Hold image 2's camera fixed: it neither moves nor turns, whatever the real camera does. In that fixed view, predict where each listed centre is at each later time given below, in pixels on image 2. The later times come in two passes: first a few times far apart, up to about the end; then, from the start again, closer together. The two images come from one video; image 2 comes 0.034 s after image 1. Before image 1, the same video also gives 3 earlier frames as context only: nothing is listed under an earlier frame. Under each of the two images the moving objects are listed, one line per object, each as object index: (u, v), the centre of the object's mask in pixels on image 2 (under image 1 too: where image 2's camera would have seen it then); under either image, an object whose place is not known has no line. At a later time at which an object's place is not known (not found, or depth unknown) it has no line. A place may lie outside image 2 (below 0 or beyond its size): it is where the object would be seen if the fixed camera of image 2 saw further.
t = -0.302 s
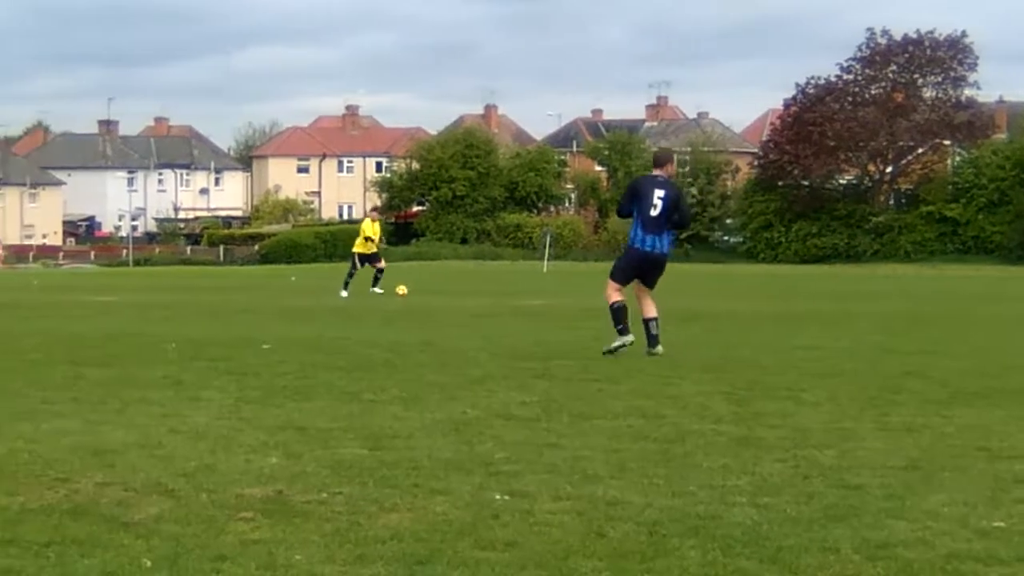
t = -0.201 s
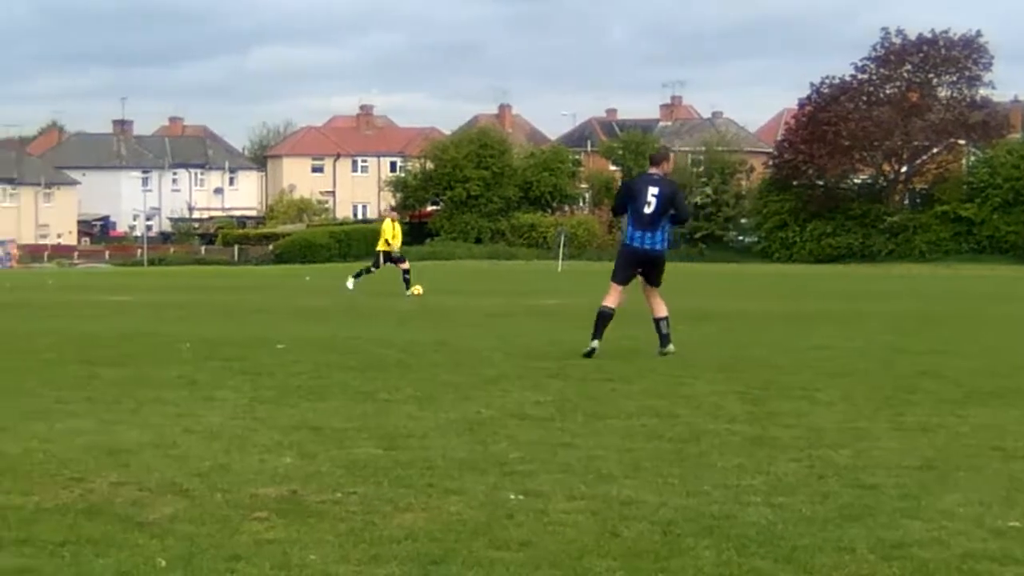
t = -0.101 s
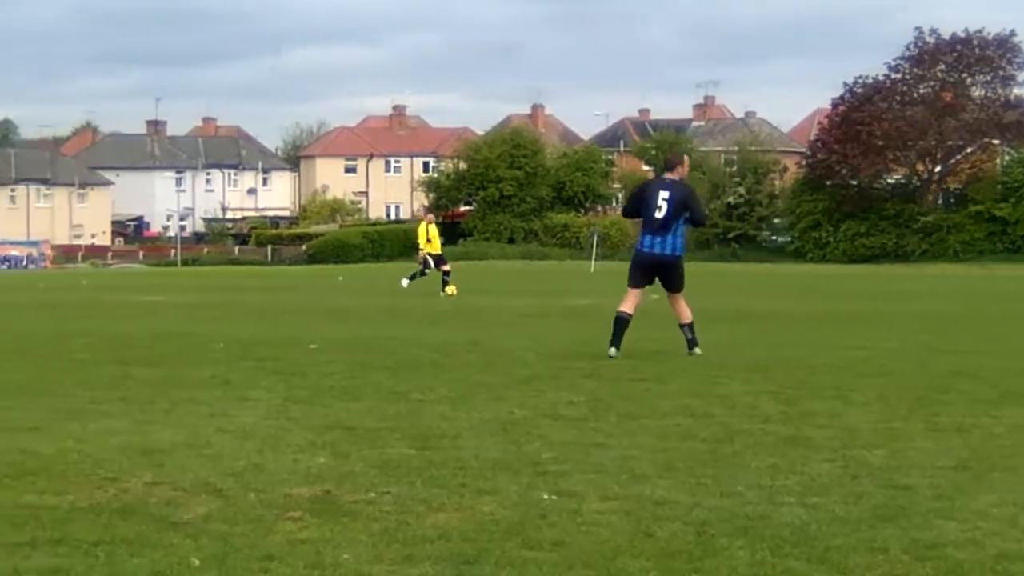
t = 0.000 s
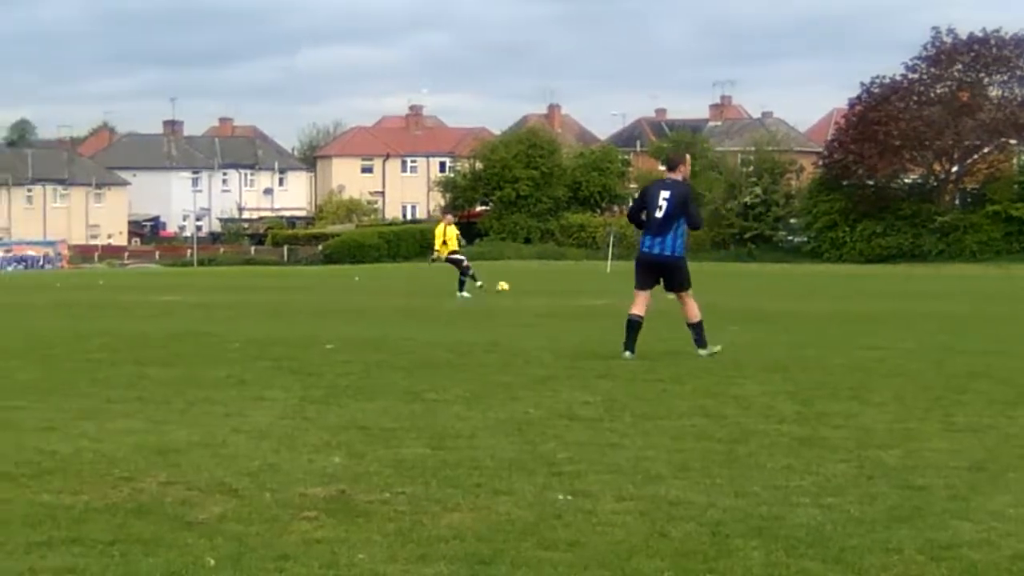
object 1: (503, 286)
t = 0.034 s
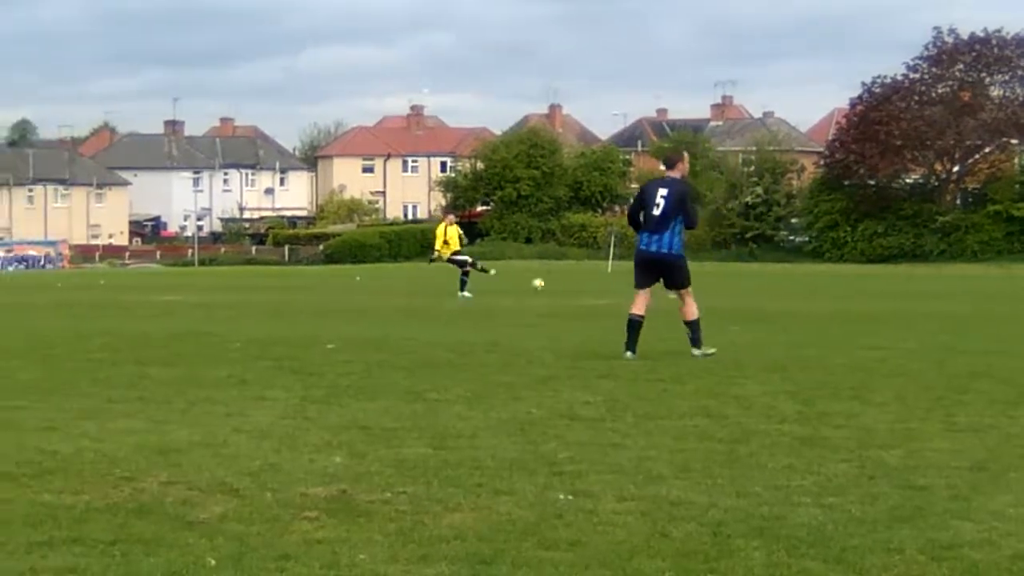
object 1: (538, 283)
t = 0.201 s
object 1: (700, 278)
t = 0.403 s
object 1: (878, 287)
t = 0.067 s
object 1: (572, 281)
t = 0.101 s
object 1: (605, 279)
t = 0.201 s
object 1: (700, 278)
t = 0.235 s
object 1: (732, 279)
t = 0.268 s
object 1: (763, 280)
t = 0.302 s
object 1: (793, 282)
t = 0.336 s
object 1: (824, 284)
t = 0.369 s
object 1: (854, 287)
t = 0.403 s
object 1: (878, 287)
